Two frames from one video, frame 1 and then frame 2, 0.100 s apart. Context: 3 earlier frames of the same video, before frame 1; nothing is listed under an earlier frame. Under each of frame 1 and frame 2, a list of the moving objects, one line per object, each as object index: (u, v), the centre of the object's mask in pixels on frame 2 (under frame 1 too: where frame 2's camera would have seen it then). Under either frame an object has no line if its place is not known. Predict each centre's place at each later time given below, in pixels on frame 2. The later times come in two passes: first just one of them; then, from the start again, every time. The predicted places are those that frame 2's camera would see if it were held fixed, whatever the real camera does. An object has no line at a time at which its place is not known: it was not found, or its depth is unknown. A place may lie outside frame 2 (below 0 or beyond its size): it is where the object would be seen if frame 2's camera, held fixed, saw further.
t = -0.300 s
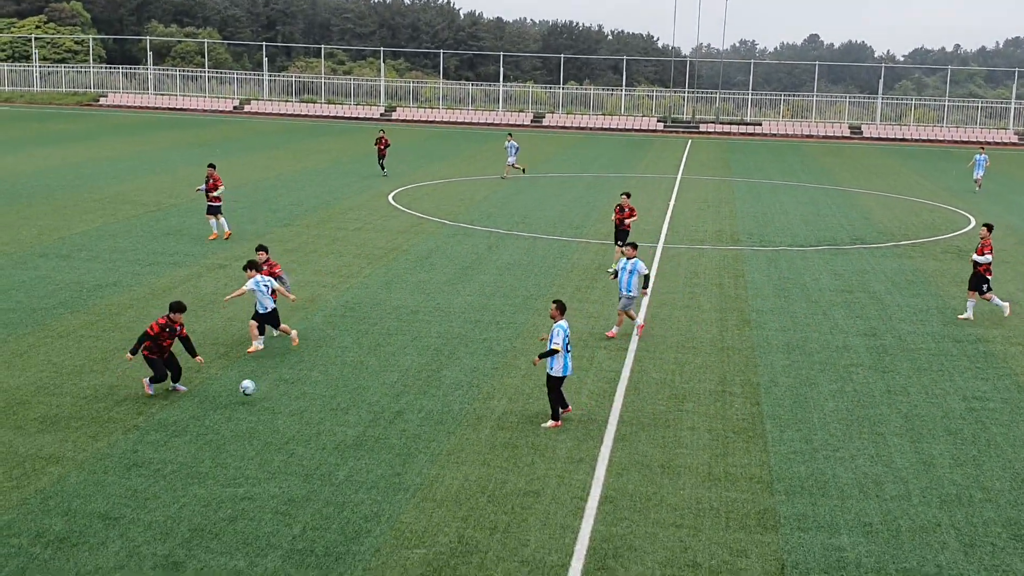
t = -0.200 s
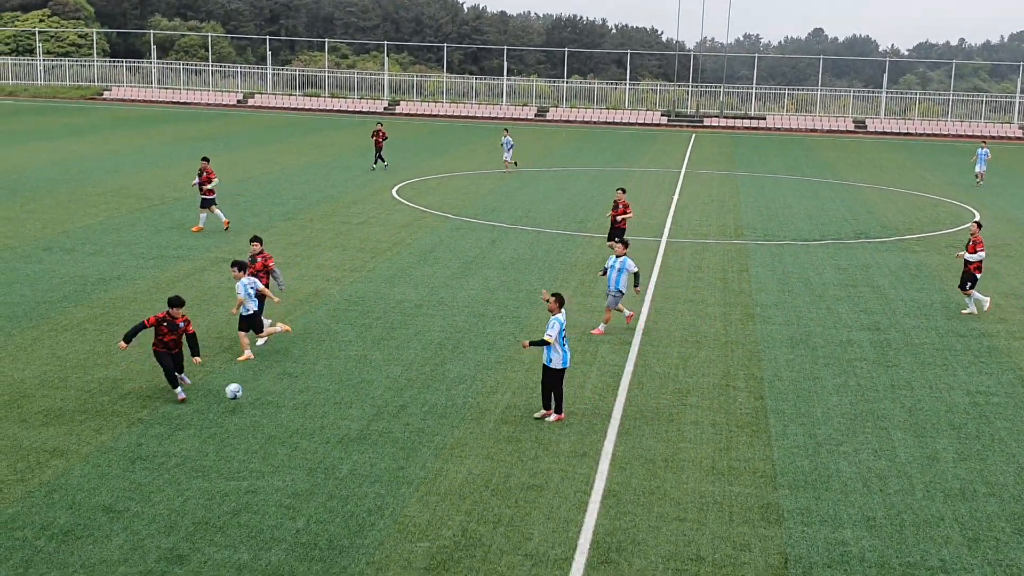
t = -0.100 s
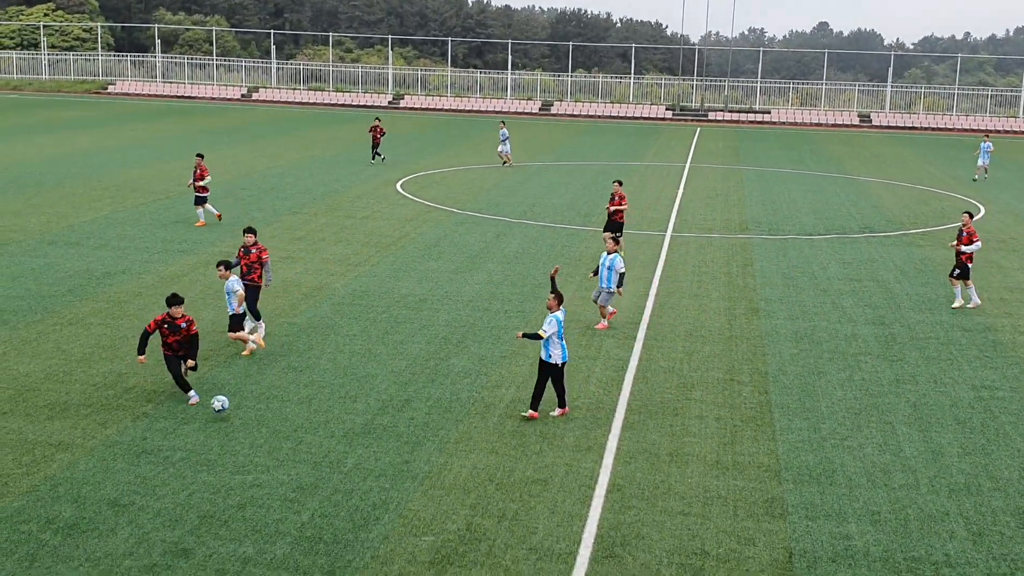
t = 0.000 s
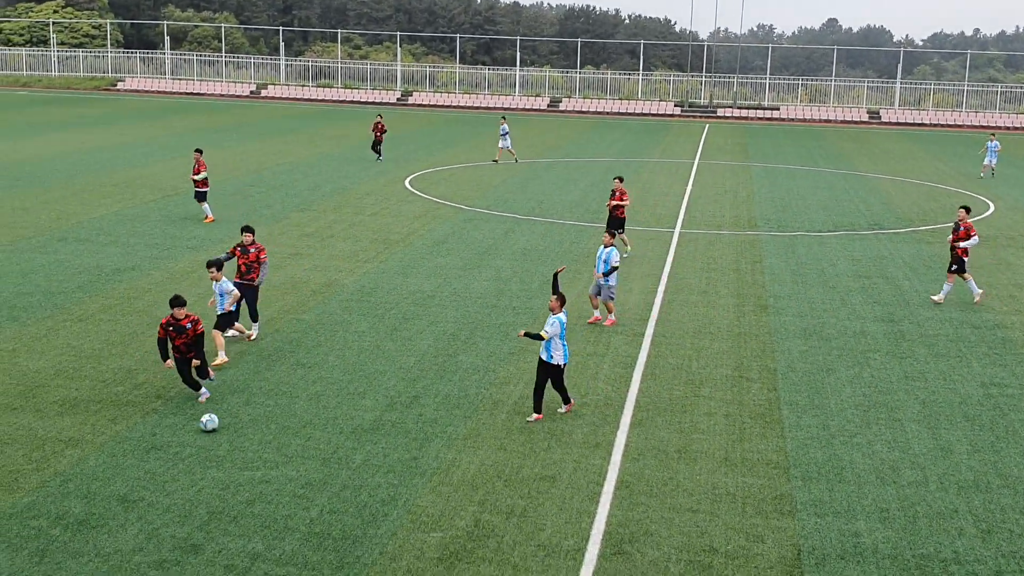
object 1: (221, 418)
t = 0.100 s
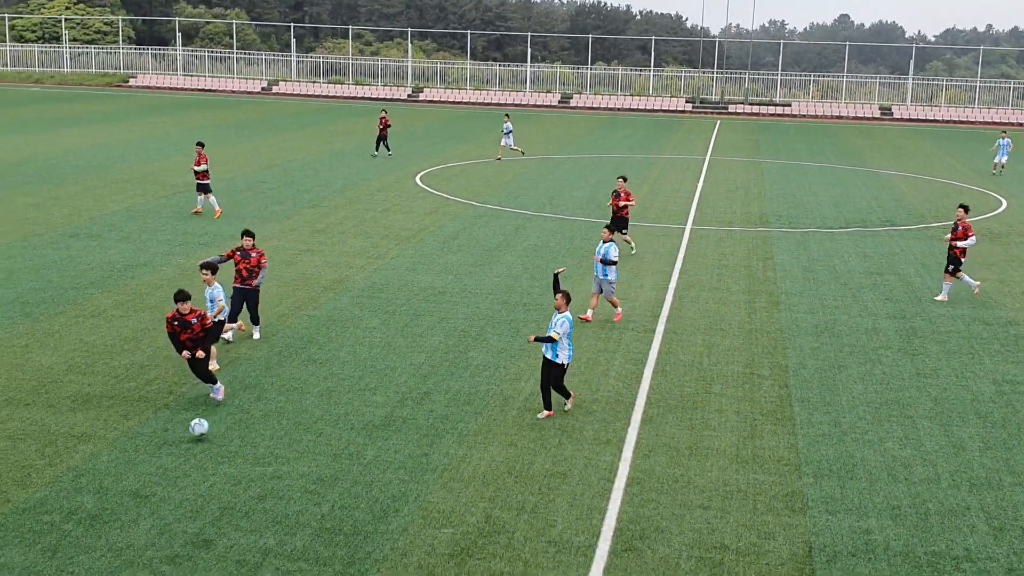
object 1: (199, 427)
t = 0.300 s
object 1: (152, 456)
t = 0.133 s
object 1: (191, 432)
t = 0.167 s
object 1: (184, 440)
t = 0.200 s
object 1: (176, 446)
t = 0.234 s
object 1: (168, 450)
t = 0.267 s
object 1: (160, 452)
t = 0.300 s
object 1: (152, 456)
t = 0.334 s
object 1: (143, 460)
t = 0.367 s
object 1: (134, 467)
